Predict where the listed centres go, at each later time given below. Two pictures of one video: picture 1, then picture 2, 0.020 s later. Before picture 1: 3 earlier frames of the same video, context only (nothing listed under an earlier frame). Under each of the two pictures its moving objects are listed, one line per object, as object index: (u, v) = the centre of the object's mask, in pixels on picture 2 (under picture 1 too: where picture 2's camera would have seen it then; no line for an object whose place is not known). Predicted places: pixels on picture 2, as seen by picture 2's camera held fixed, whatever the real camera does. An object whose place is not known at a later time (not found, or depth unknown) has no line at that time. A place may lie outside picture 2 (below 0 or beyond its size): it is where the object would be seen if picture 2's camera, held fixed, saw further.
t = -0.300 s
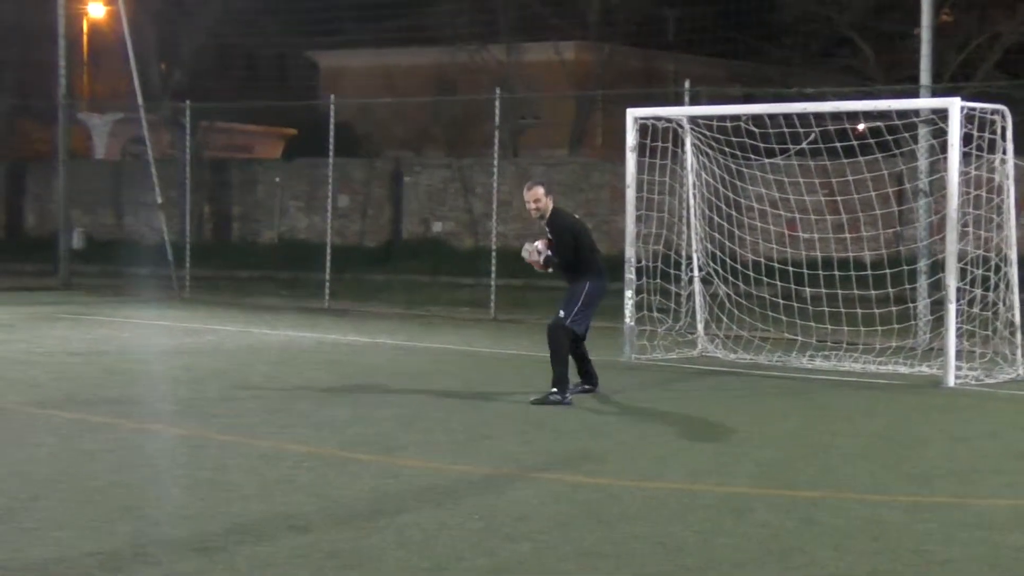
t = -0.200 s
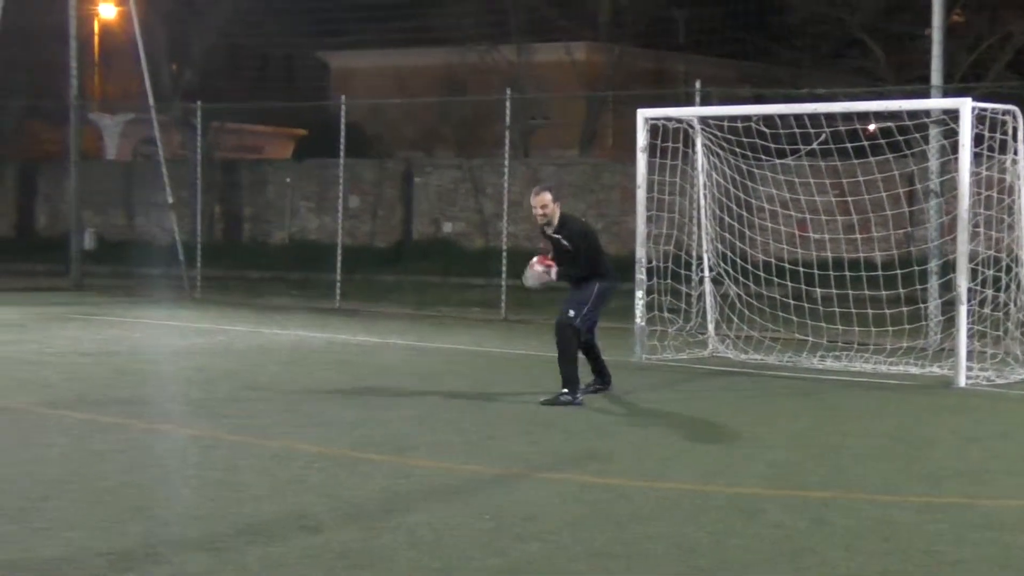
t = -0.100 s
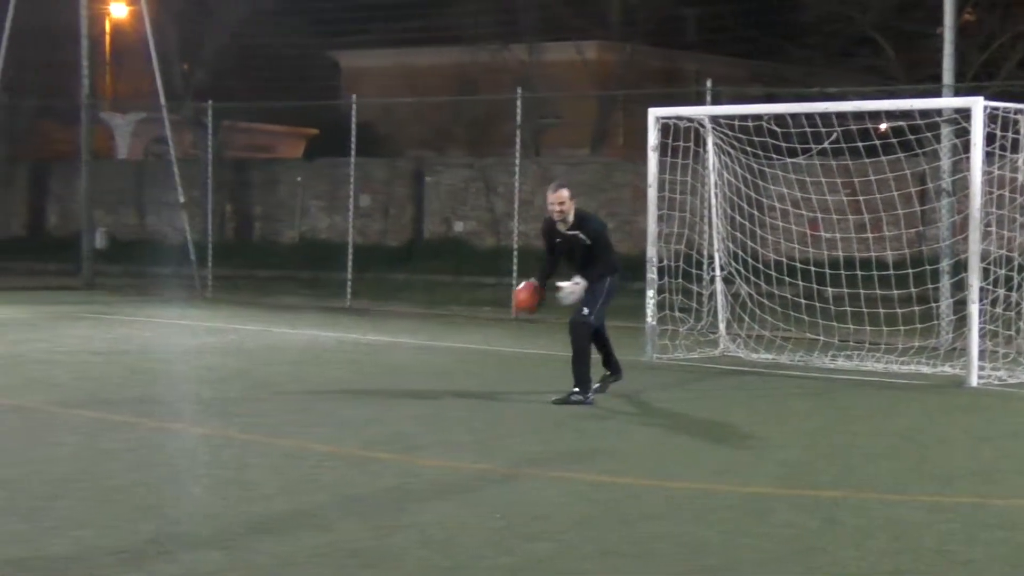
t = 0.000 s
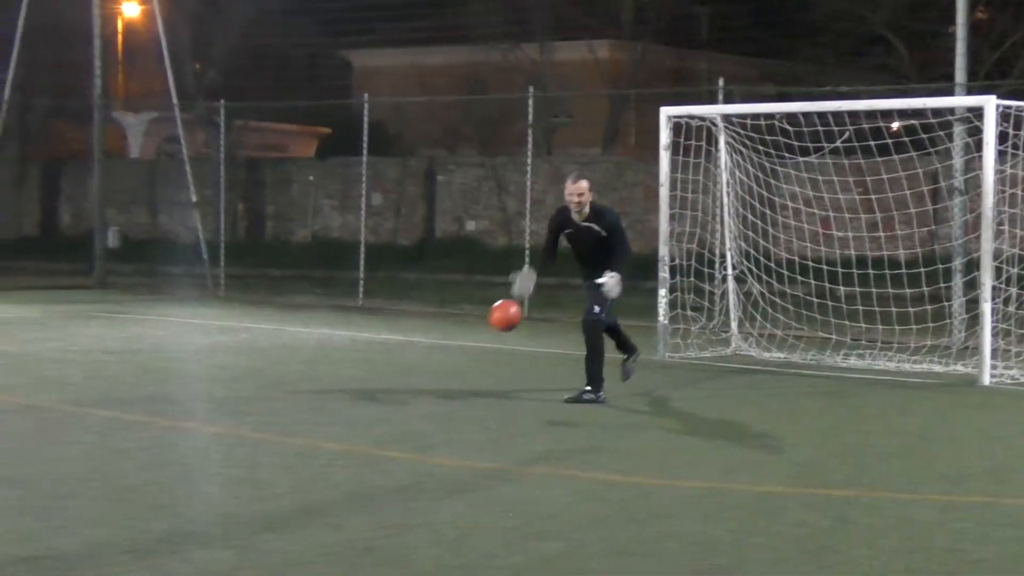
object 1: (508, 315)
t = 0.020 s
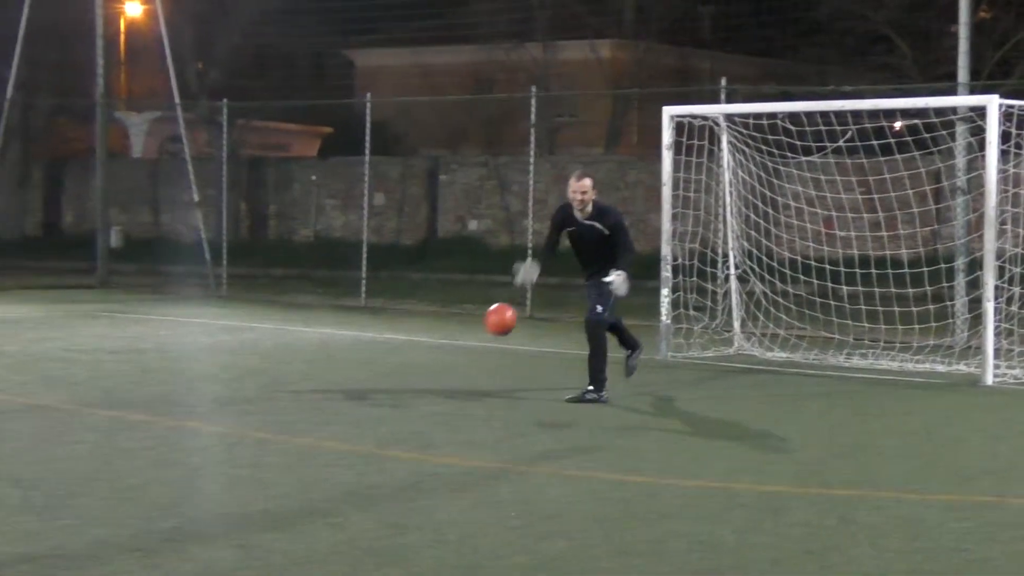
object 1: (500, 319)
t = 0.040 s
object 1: (493, 324)
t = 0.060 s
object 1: (485, 330)
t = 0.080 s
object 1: (478, 337)
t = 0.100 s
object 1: (470, 344)
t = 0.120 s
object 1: (461, 354)
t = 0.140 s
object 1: (452, 363)
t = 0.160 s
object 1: (444, 373)
